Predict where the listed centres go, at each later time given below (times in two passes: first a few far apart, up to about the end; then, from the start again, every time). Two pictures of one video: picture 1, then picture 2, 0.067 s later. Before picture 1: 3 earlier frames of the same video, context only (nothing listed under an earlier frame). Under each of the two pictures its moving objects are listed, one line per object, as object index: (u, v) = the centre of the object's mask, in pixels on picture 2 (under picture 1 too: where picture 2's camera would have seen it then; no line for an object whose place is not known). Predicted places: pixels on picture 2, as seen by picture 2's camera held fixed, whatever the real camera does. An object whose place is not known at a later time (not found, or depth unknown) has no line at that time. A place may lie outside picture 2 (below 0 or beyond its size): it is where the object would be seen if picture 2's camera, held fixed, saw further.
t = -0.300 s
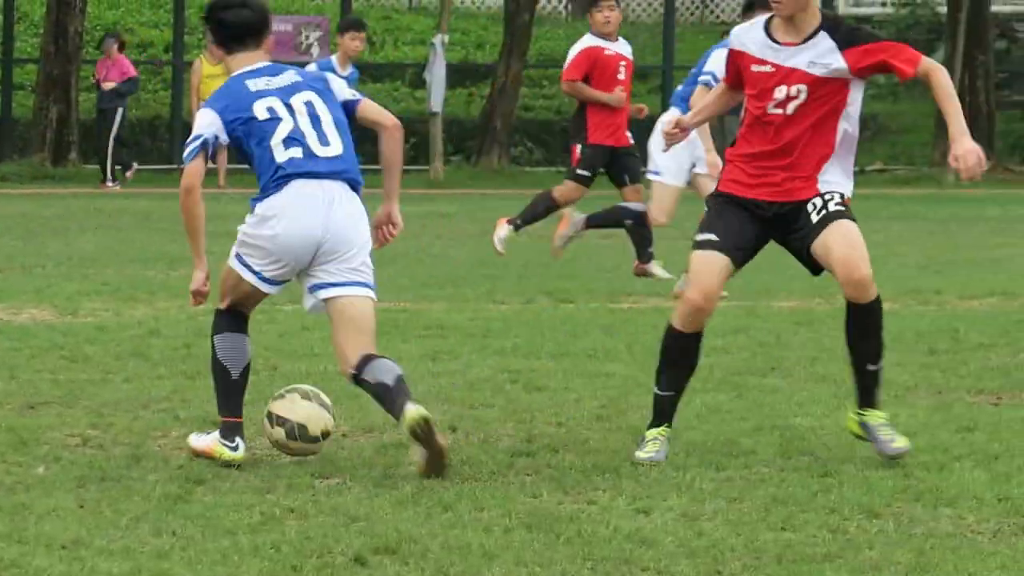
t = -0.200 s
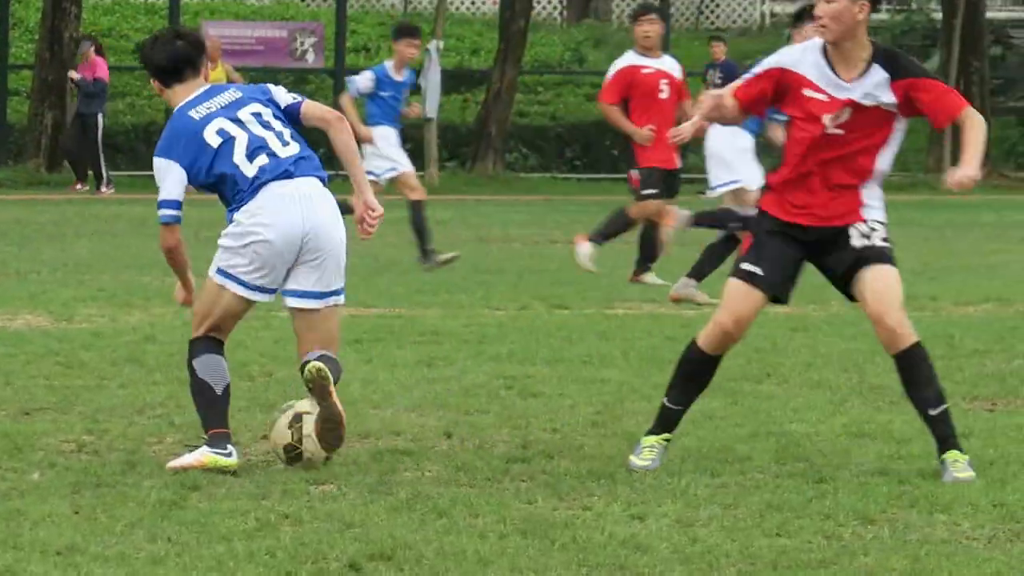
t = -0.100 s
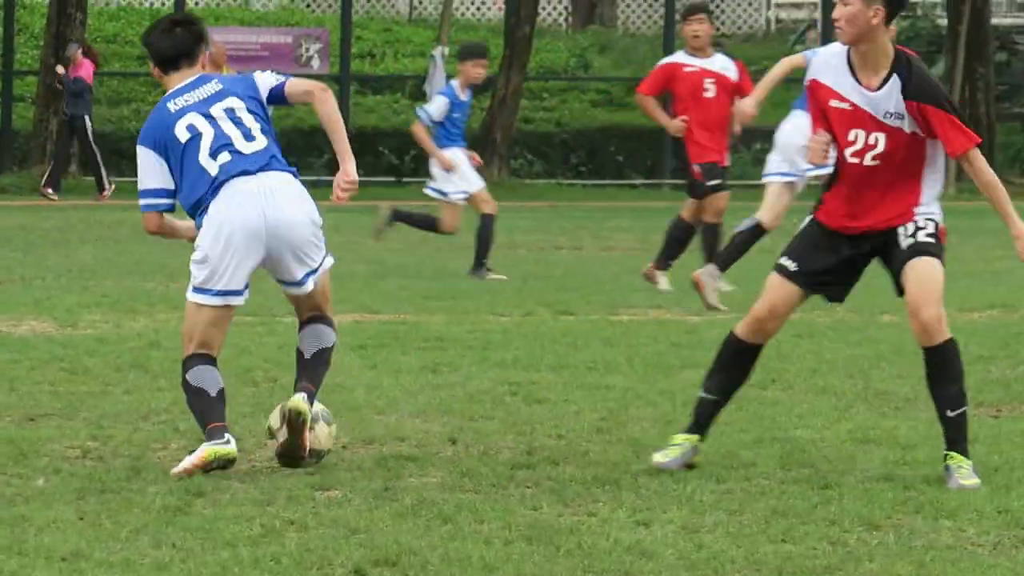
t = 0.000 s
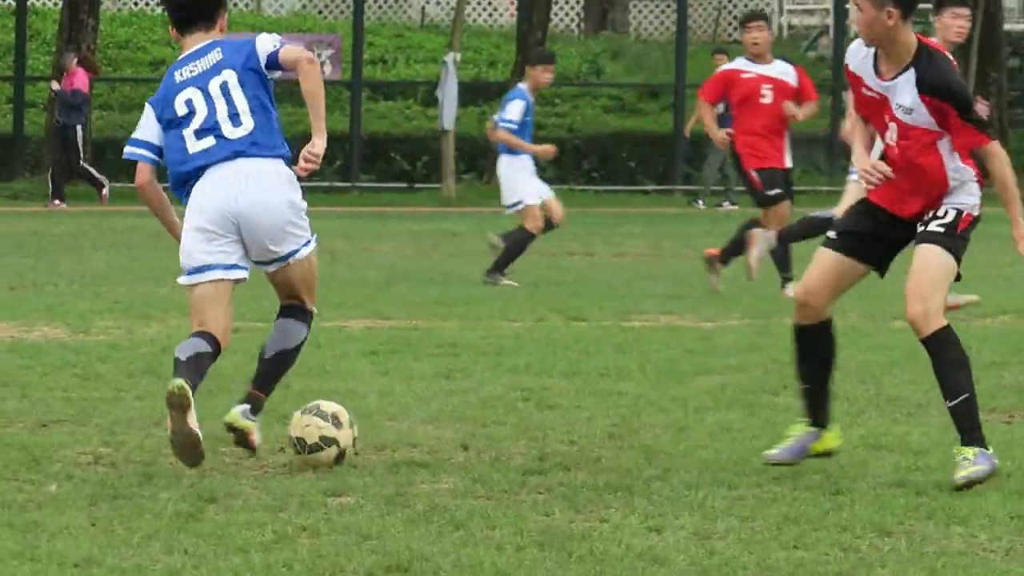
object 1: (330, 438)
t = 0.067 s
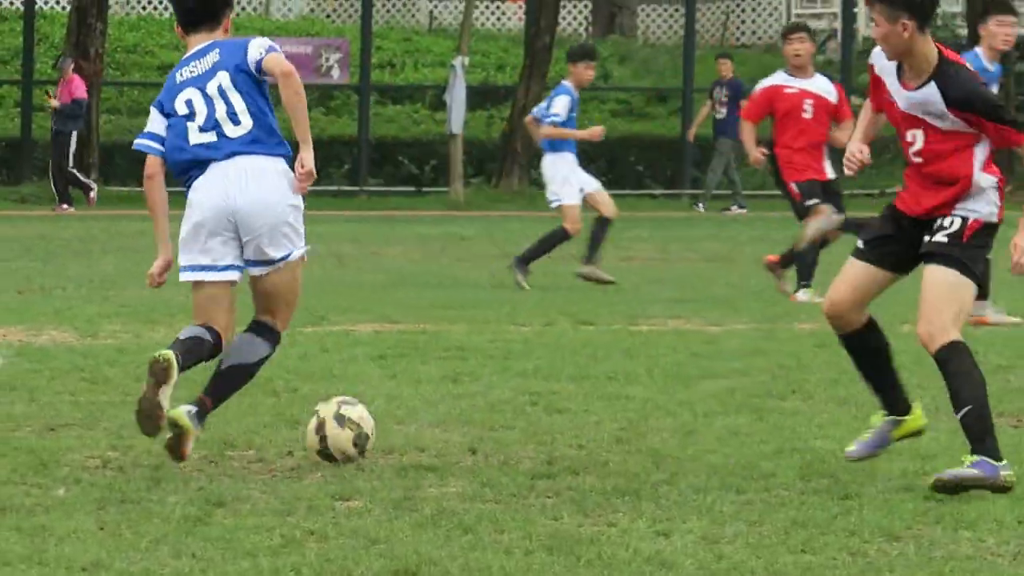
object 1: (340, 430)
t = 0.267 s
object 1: (357, 417)
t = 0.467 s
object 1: (366, 393)
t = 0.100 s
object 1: (345, 428)
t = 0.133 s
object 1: (350, 430)
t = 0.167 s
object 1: (352, 426)
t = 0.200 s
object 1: (355, 420)
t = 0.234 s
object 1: (356, 417)
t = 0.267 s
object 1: (357, 417)
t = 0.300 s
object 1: (359, 421)
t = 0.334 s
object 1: (361, 413)
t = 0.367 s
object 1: (362, 403)
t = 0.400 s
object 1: (363, 396)
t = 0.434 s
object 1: (365, 393)
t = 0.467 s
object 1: (366, 393)
